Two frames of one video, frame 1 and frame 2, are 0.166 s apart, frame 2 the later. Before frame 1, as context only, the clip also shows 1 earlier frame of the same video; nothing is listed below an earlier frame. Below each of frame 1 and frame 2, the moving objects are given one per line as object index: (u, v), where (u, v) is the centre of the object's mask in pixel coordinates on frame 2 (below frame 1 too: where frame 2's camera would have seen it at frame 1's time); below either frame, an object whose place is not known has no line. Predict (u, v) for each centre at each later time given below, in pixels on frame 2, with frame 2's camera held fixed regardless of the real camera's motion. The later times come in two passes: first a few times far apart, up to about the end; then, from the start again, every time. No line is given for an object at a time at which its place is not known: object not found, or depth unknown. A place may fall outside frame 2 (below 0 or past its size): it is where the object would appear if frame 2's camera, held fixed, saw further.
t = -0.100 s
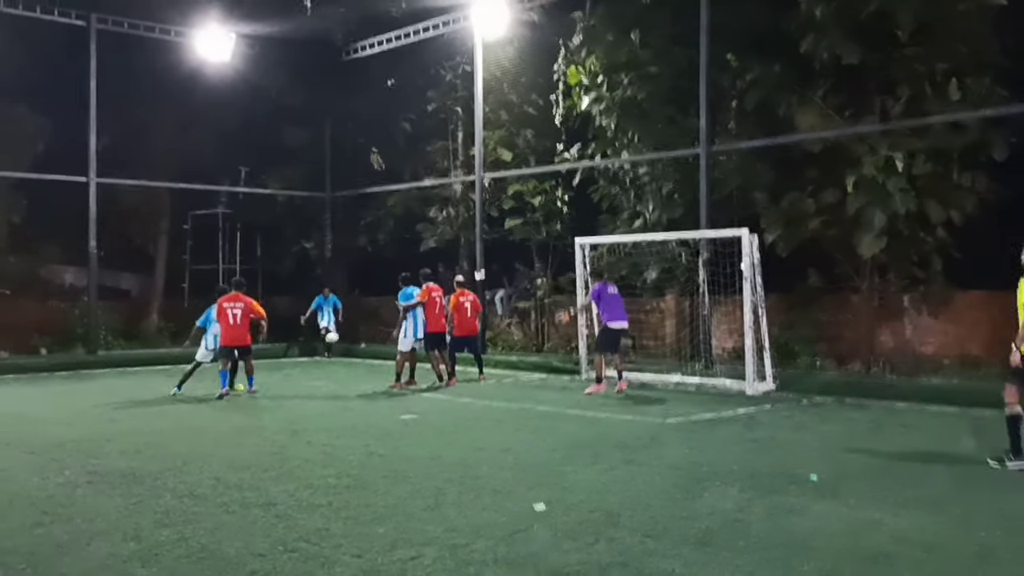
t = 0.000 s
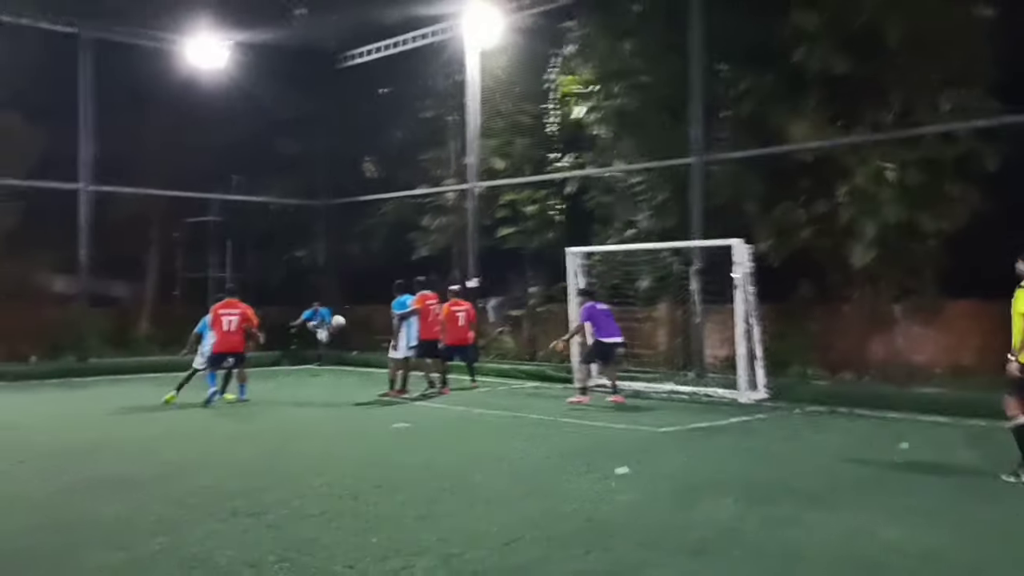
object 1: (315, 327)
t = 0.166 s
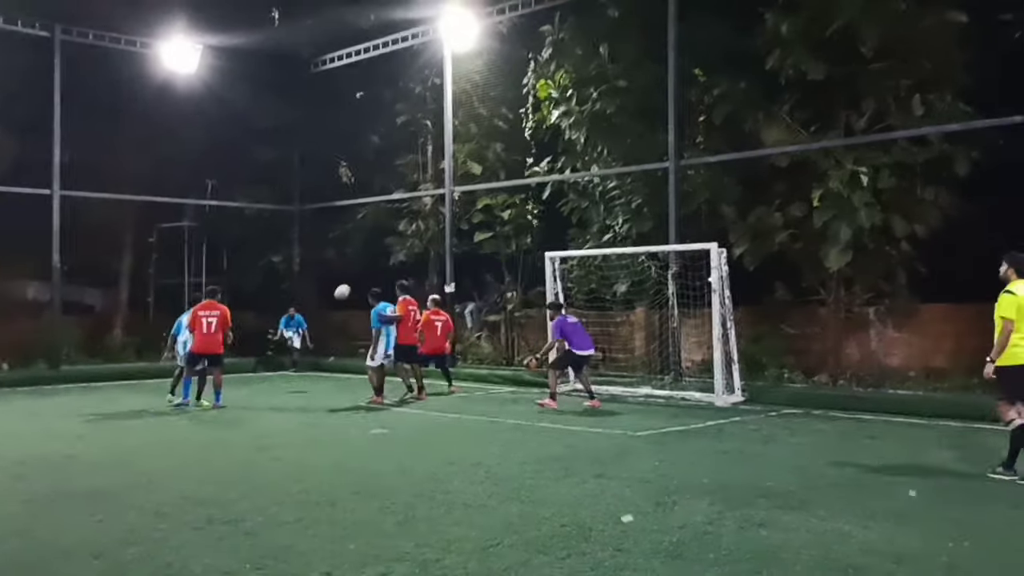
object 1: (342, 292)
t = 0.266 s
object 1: (362, 274)
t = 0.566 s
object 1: (436, 244)
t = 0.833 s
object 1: (541, 268)
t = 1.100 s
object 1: (739, 411)
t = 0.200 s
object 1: (348, 287)
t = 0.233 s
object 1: (354, 281)
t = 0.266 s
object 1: (362, 274)
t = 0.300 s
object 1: (368, 269)
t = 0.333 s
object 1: (375, 265)
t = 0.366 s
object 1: (383, 261)
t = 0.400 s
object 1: (391, 257)
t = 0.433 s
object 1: (399, 253)
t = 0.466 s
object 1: (408, 249)
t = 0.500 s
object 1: (416, 247)
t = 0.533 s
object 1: (426, 246)
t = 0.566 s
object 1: (436, 244)
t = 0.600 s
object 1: (447, 244)
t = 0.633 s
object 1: (459, 243)
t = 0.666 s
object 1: (470, 245)
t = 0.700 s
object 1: (483, 248)
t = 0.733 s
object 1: (496, 251)
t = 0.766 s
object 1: (510, 255)
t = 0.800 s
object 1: (526, 261)
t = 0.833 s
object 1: (541, 268)
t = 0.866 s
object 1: (561, 277)
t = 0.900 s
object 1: (579, 288)
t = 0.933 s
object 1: (600, 300)
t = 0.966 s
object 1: (623, 314)
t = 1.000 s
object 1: (646, 333)
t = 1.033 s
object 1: (675, 356)
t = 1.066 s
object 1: (705, 380)
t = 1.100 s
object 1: (739, 411)
